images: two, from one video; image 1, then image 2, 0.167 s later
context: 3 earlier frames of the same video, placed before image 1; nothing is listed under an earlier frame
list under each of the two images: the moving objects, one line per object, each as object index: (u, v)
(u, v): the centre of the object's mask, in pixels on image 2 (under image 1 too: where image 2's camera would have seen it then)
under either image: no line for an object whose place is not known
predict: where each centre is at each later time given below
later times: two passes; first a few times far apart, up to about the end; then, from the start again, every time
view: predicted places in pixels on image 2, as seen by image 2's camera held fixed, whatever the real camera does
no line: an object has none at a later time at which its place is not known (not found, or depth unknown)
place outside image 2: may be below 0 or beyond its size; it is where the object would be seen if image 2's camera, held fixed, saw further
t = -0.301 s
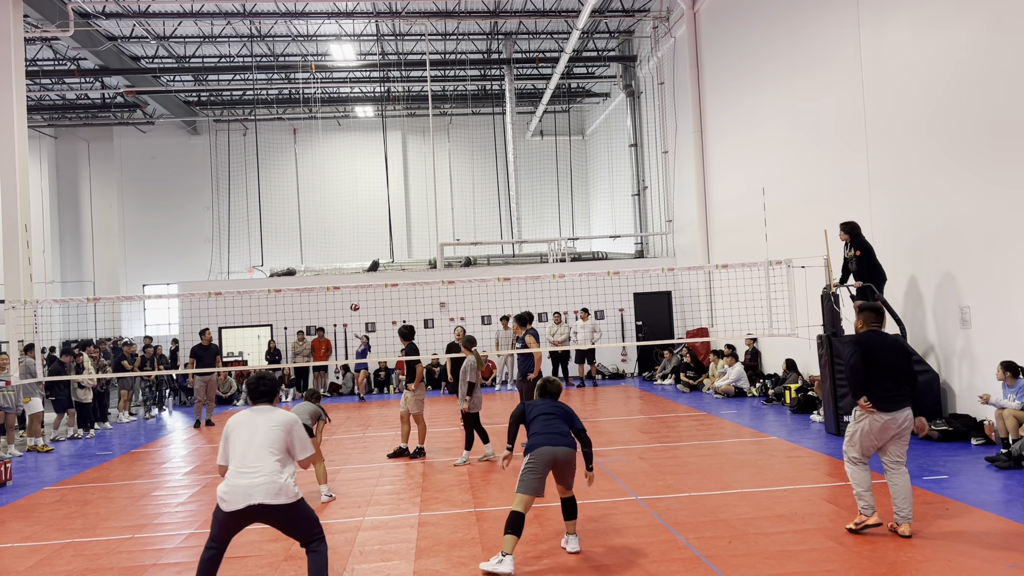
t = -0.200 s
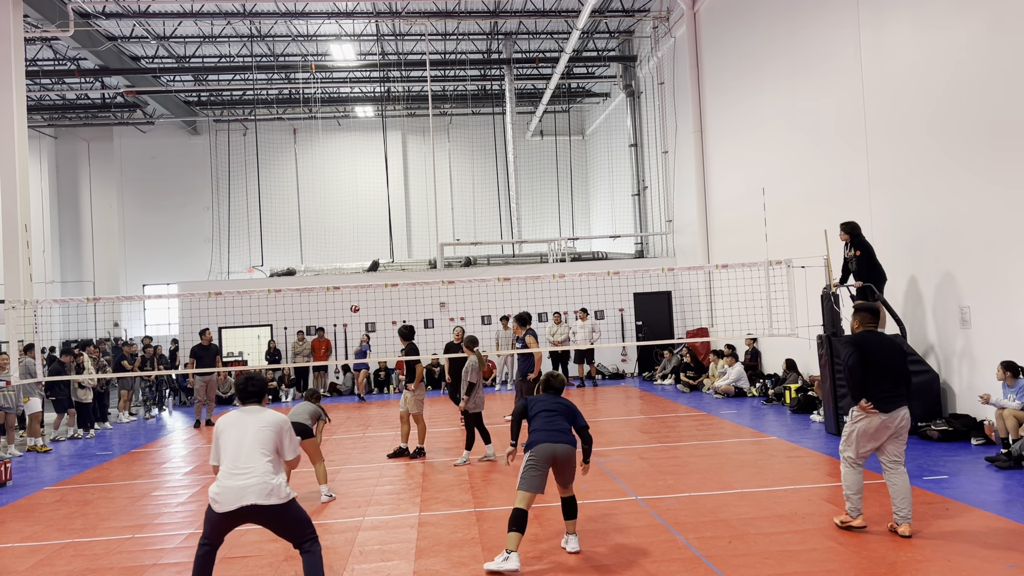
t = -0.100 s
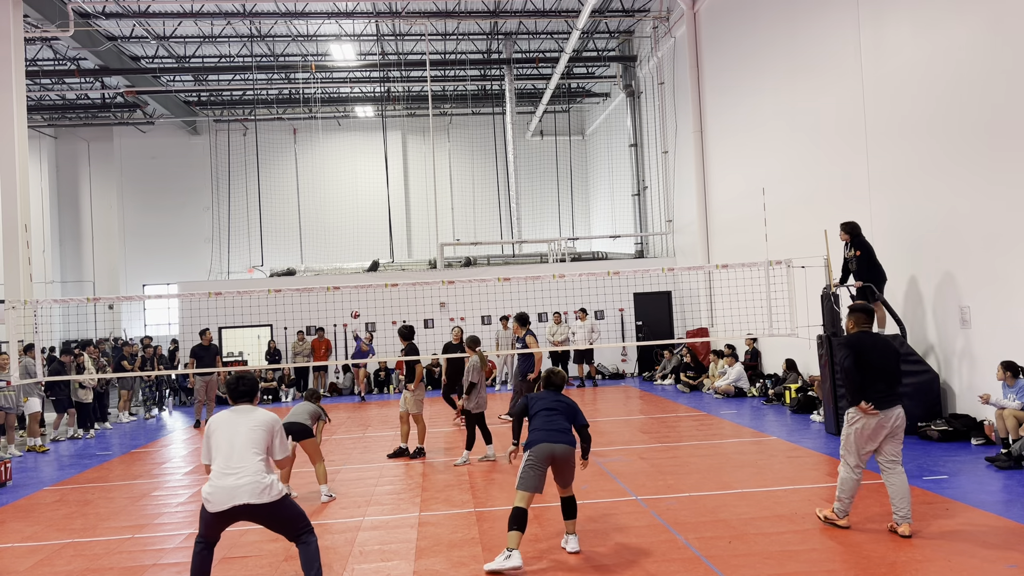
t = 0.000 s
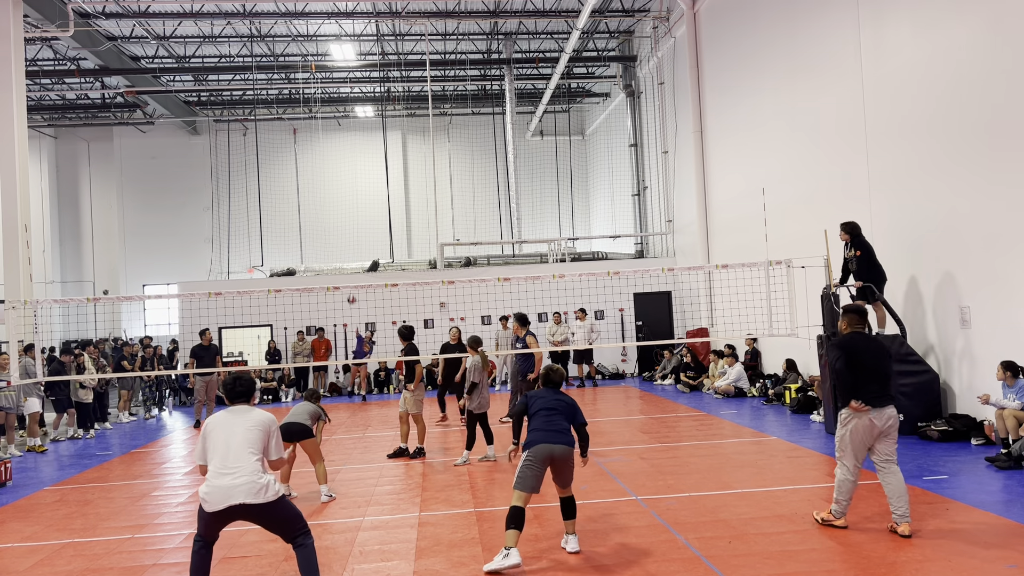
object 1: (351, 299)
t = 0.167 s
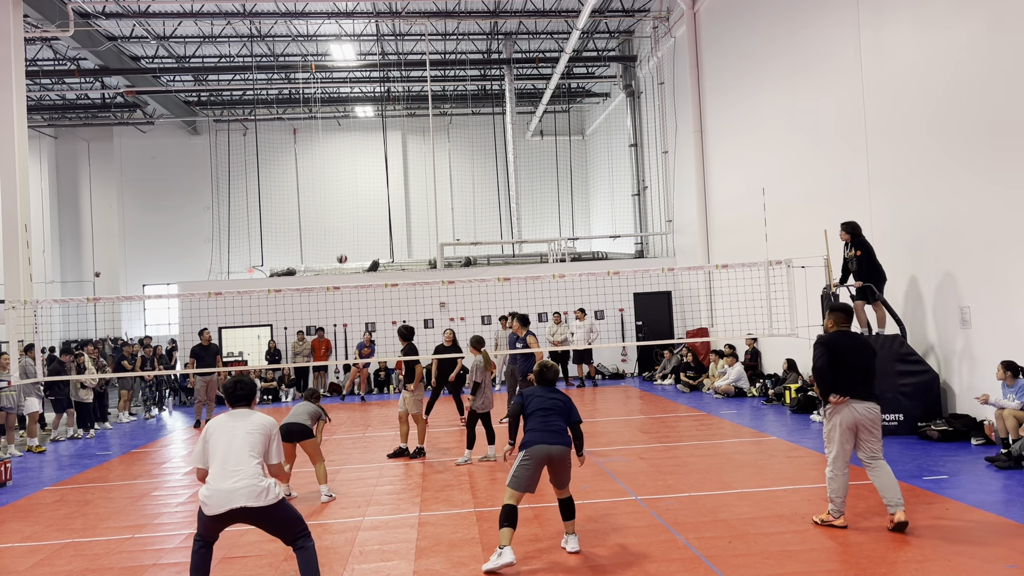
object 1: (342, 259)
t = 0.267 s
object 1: (334, 236)
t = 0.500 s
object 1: (316, 190)
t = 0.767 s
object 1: (290, 177)
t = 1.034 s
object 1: (243, 245)
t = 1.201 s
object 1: (207, 369)
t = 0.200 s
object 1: (339, 251)
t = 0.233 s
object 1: (337, 244)
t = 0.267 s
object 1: (334, 236)
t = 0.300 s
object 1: (332, 228)
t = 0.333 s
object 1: (329, 221)
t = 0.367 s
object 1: (326, 214)
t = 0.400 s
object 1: (324, 208)
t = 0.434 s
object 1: (321, 201)
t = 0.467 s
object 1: (318, 195)
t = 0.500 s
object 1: (316, 190)
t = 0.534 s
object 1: (313, 186)
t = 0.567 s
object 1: (310, 182)
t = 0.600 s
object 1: (307, 178)
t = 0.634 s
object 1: (304, 176)
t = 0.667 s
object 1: (301, 175)
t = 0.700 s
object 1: (298, 175)
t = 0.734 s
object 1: (294, 175)
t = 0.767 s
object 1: (290, 177)
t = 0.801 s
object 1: (284, 180)
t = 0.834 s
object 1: (279, 185)
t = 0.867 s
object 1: (274, 190)
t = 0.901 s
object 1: (268, 198)
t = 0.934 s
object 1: (262, 206)
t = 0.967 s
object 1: (256, 217)
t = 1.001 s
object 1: (249, 229)
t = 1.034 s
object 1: (243, 245)
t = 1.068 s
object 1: (236, 262)
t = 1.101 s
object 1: (229, 284)
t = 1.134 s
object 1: (222, 307)
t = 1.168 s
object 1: (213, 340)
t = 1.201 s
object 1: (207, 369)
